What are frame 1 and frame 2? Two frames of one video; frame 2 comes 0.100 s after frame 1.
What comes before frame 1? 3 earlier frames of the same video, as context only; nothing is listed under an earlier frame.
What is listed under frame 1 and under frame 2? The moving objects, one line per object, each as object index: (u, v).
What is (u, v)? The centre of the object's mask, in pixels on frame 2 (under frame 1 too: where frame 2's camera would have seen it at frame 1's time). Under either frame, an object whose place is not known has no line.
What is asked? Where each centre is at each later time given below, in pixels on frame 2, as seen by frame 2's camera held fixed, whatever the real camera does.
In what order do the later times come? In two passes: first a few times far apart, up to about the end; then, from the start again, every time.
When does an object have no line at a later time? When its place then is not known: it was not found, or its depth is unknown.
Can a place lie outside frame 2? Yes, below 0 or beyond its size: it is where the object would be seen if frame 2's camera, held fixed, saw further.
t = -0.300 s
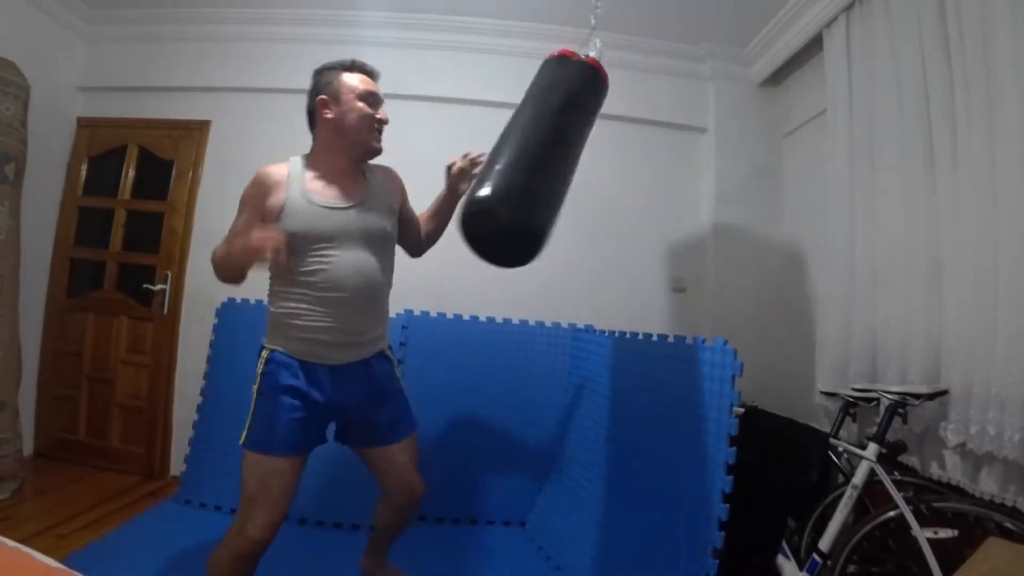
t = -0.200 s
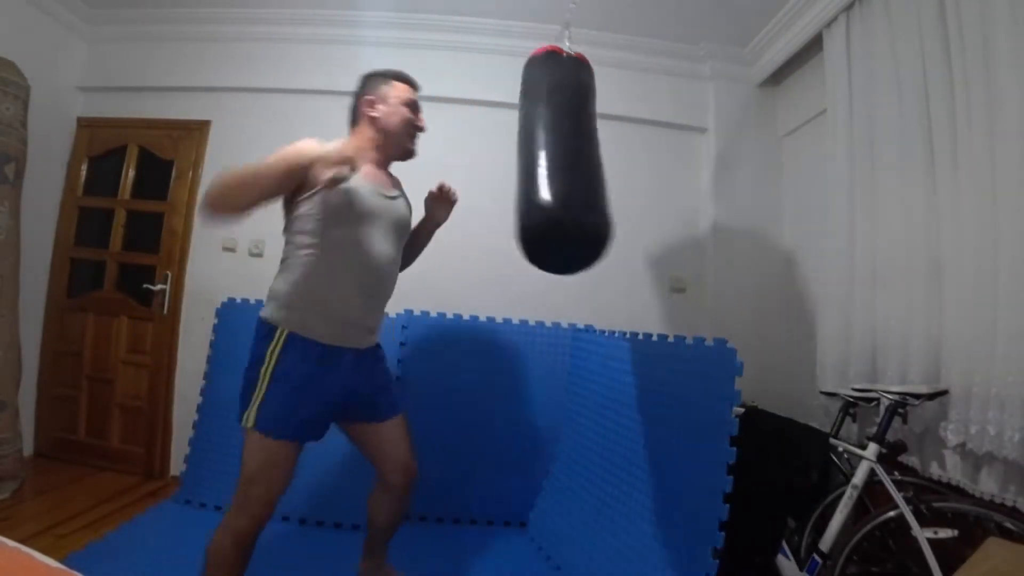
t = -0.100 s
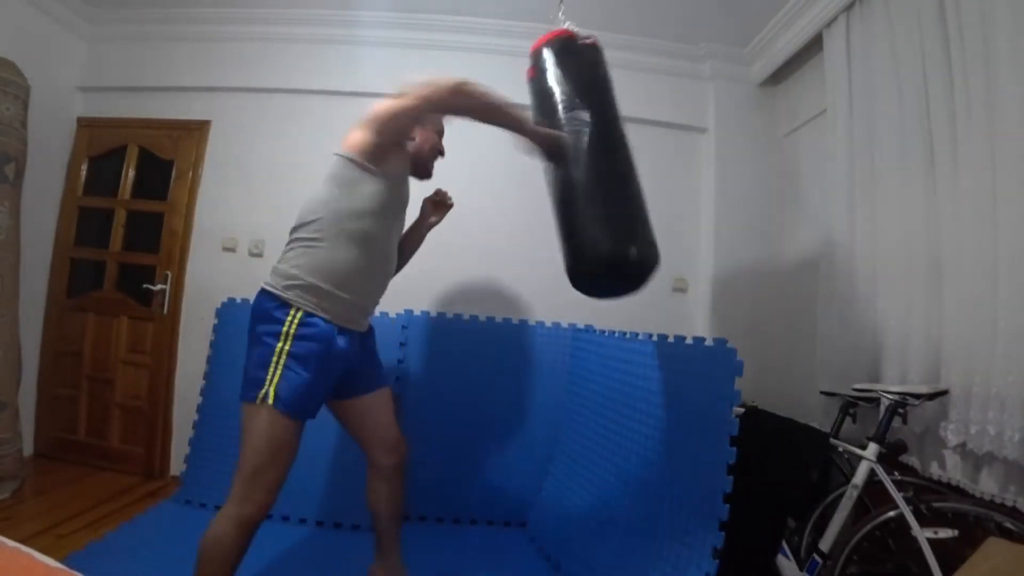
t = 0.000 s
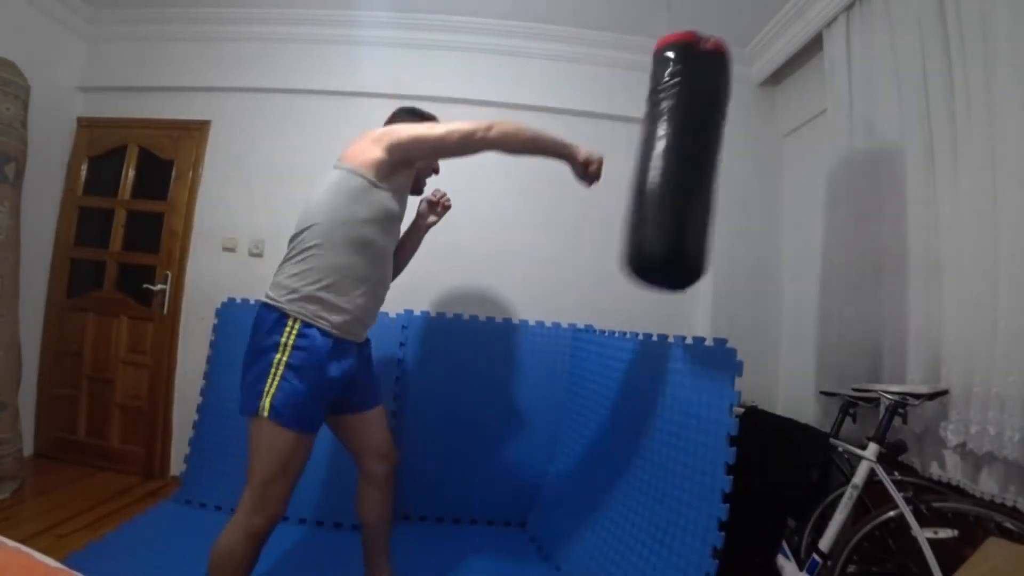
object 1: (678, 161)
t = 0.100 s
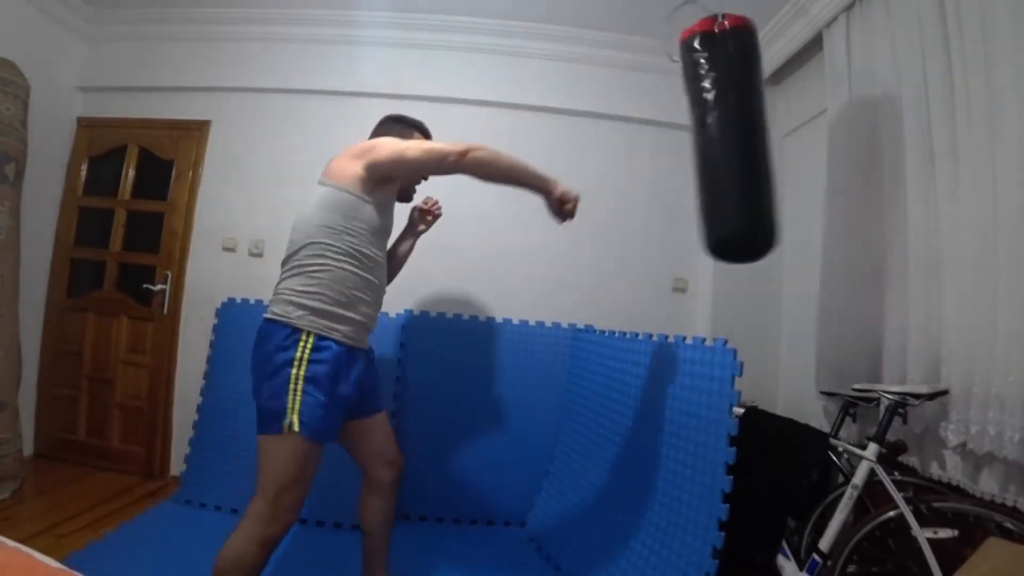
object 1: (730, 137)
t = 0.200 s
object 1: (769, 145)
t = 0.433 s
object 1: (759, 112)
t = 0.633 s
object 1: (744, 128)
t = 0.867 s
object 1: (702, 163)
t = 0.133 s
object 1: (745, 138)
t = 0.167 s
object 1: (758, 141)
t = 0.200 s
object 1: (769, 145)
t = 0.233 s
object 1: (772, 146)
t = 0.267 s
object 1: (771, 141)
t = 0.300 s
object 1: (769, 133)
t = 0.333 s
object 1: (766, 126)
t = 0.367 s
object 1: (764, 120)
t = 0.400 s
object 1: (761, 115)
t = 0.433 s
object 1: (759, 112)
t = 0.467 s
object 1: (757, 110)
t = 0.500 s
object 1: (755, 110)
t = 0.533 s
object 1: (752, 112)
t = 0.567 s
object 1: (750, 116)
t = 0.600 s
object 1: (747, 121)
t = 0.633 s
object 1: (744, 128)
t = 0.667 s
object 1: (741, 136)
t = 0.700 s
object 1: (739, 145)
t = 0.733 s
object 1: (737, 154)
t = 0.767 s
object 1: (734, 160)
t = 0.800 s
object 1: (727, 161)
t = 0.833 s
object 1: (715, 161)
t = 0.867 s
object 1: (702, 163)
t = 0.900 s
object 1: (686, 167)
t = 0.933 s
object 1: (668, 173)
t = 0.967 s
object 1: (648, 180)
